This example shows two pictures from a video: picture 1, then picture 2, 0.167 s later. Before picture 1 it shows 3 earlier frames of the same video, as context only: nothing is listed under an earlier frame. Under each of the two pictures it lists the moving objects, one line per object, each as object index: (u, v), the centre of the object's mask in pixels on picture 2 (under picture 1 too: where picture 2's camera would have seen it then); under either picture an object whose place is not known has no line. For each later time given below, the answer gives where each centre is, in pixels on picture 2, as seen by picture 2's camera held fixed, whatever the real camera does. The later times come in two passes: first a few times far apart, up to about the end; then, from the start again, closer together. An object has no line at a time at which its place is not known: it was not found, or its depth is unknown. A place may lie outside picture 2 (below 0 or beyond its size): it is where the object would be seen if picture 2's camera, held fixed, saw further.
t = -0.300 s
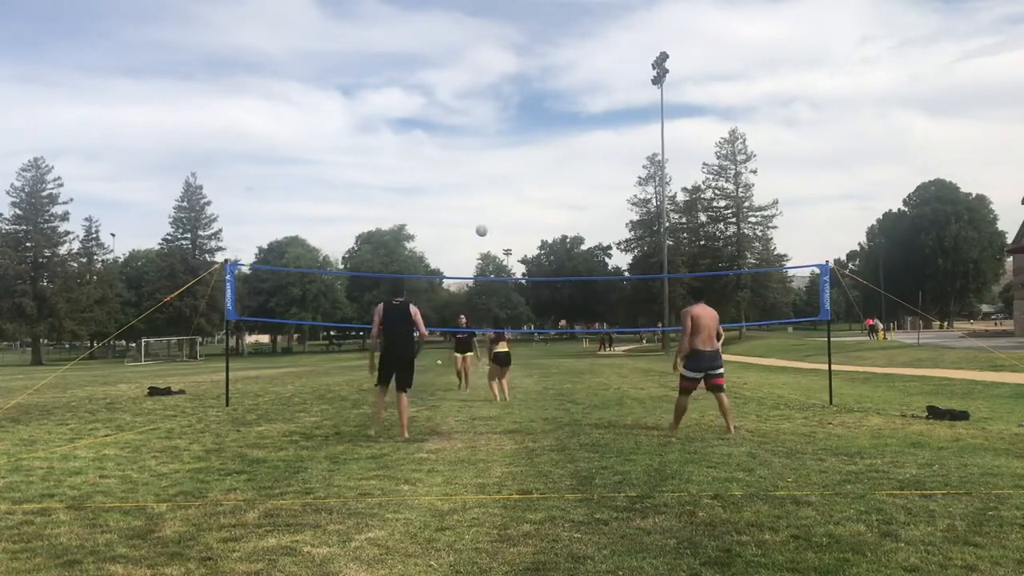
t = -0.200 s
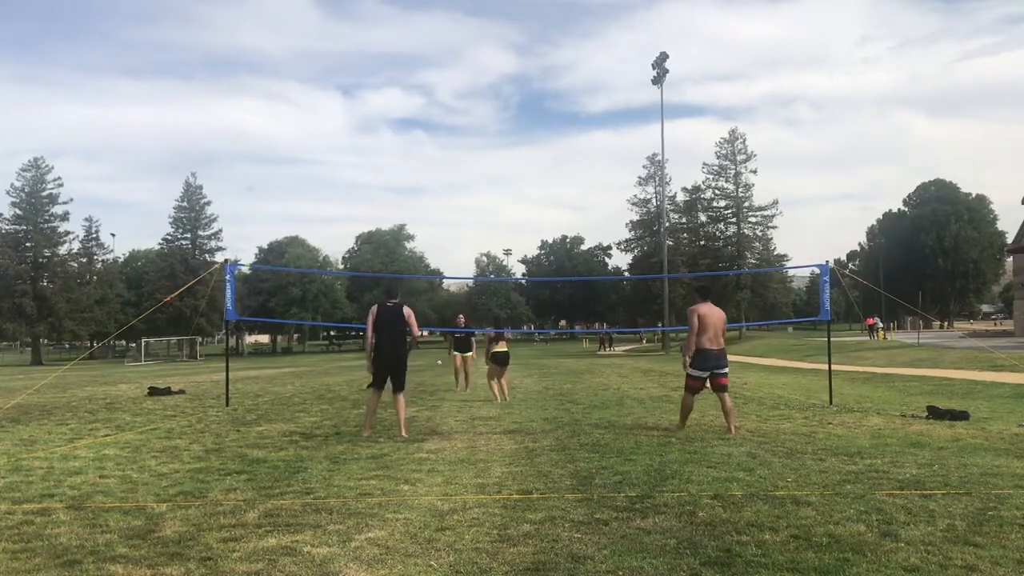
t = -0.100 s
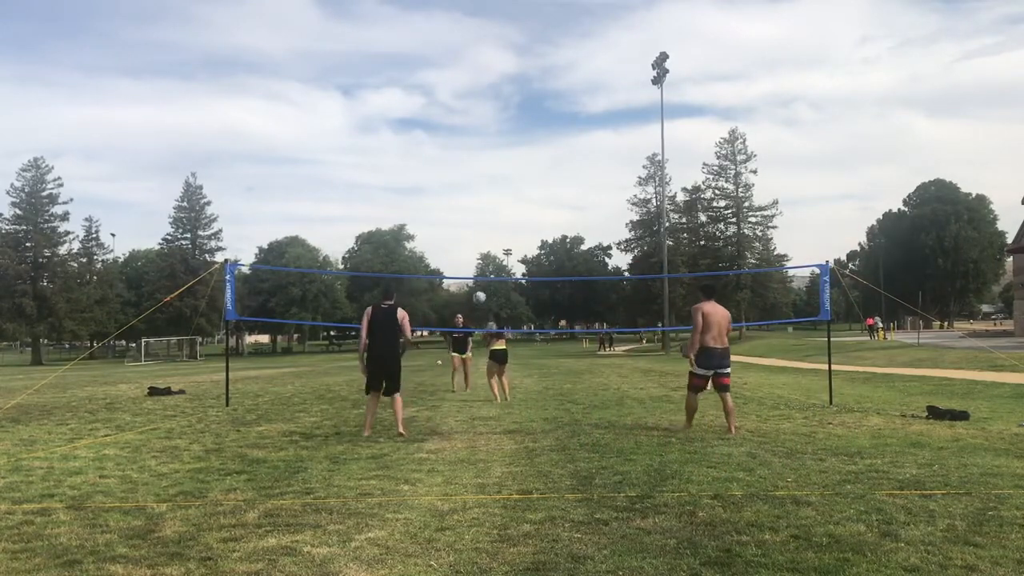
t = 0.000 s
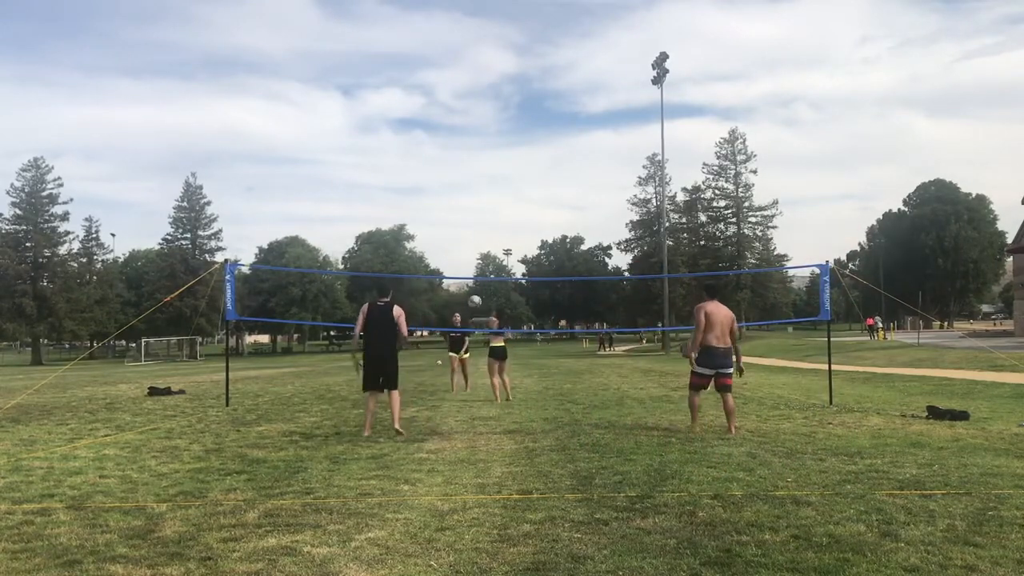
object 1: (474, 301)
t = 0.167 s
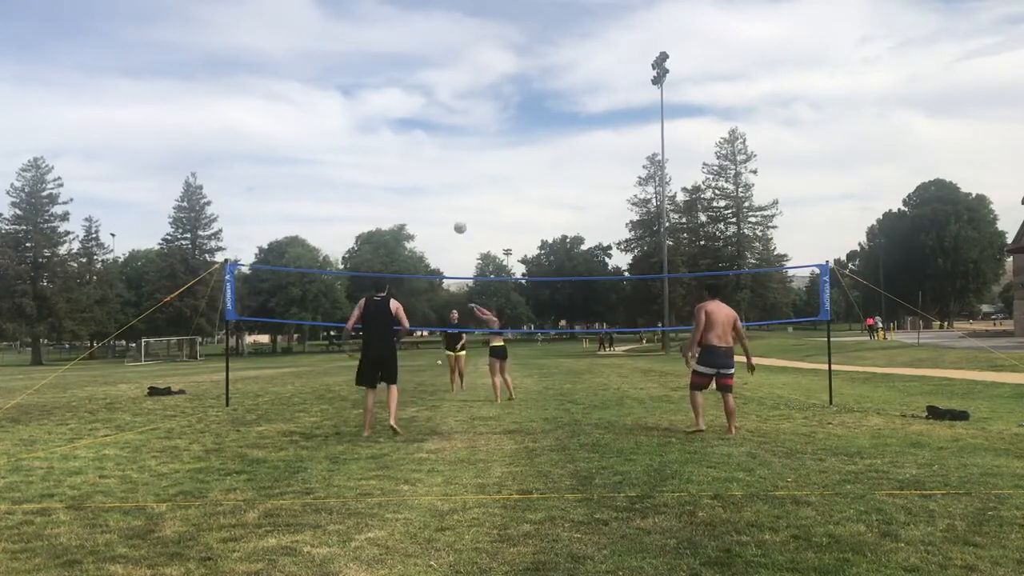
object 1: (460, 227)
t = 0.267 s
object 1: (451, 192)
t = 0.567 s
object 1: (426, 123)
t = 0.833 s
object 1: (405, 105)
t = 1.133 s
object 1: (380, 133)
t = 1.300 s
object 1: (368, 168)
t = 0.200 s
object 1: (457, 215)
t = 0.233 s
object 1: (454, 203)
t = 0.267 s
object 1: (451, 192)
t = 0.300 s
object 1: (448, 181)
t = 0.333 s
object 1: (446, 172)
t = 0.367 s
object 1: (443, 162)
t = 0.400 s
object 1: (440, 154)
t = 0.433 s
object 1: (438, 147)
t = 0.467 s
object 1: (435, 140)
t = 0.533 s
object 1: (428, 128)
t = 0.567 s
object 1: (426, 123)
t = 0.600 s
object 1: (423, 119)
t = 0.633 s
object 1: (420, 115)
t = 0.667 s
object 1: (418, 112)
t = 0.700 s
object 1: (415, 109)
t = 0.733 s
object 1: (413, 107)
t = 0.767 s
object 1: (410, 106)
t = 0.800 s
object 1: (407, 105)
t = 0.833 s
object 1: (405, 105)
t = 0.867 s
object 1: (402, 106)
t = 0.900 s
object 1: (399, 107)
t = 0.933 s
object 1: (397, 109)
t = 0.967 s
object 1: (394, 111)
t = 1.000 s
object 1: (391, 114)
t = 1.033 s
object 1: (388, 118)
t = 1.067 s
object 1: (386, 122)
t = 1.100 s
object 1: (383, 127)
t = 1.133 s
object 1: (380, 133)
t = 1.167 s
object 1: (378, 138)
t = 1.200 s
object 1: (376, 145)
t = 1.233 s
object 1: (373, 152)
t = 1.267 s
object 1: (371, 159)
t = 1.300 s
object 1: (368, 168)
